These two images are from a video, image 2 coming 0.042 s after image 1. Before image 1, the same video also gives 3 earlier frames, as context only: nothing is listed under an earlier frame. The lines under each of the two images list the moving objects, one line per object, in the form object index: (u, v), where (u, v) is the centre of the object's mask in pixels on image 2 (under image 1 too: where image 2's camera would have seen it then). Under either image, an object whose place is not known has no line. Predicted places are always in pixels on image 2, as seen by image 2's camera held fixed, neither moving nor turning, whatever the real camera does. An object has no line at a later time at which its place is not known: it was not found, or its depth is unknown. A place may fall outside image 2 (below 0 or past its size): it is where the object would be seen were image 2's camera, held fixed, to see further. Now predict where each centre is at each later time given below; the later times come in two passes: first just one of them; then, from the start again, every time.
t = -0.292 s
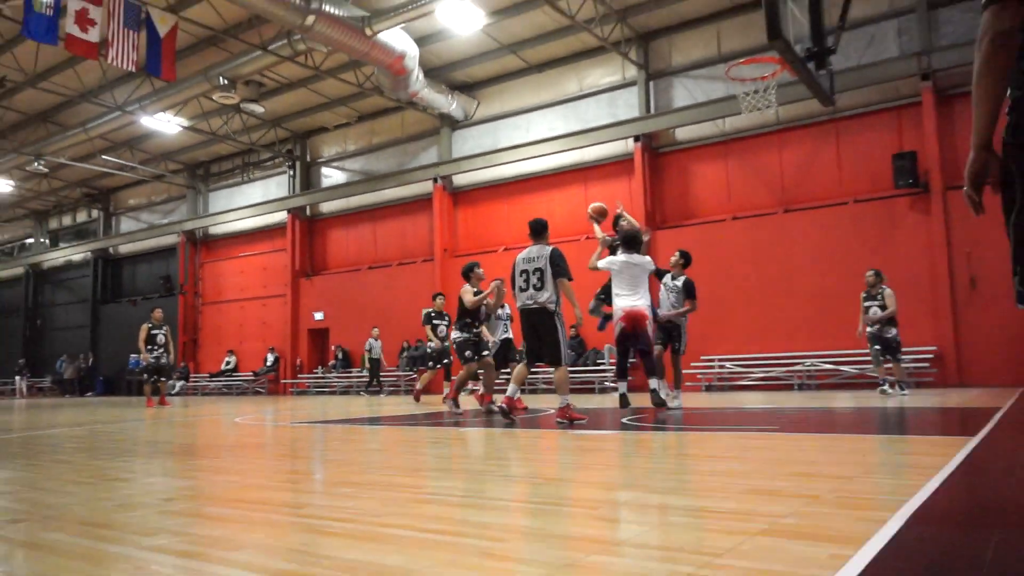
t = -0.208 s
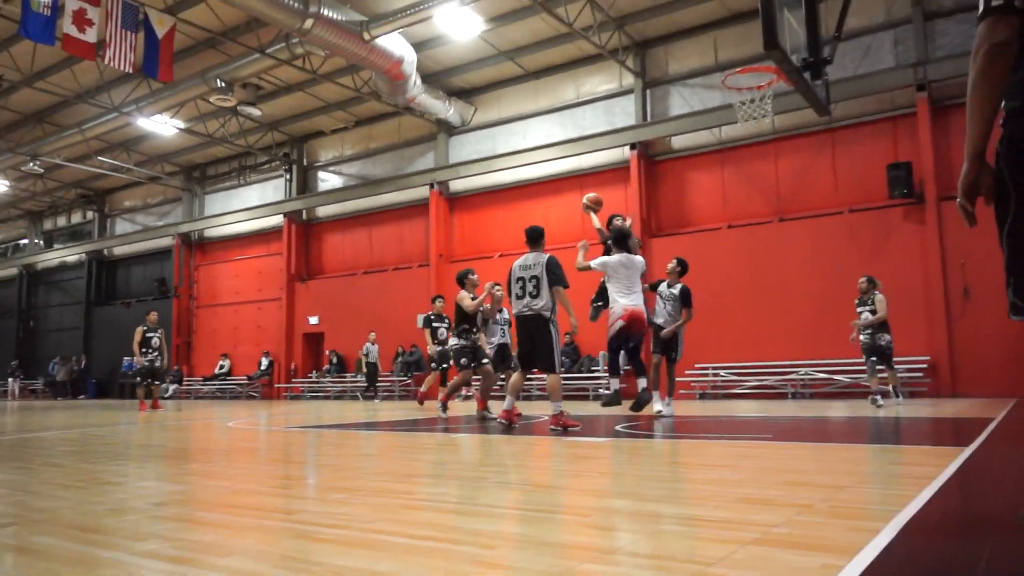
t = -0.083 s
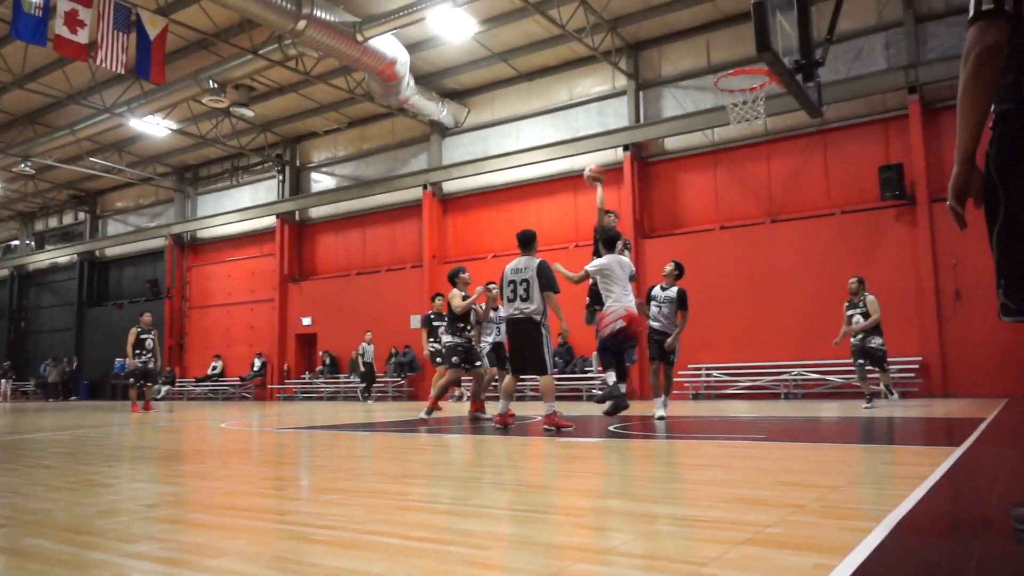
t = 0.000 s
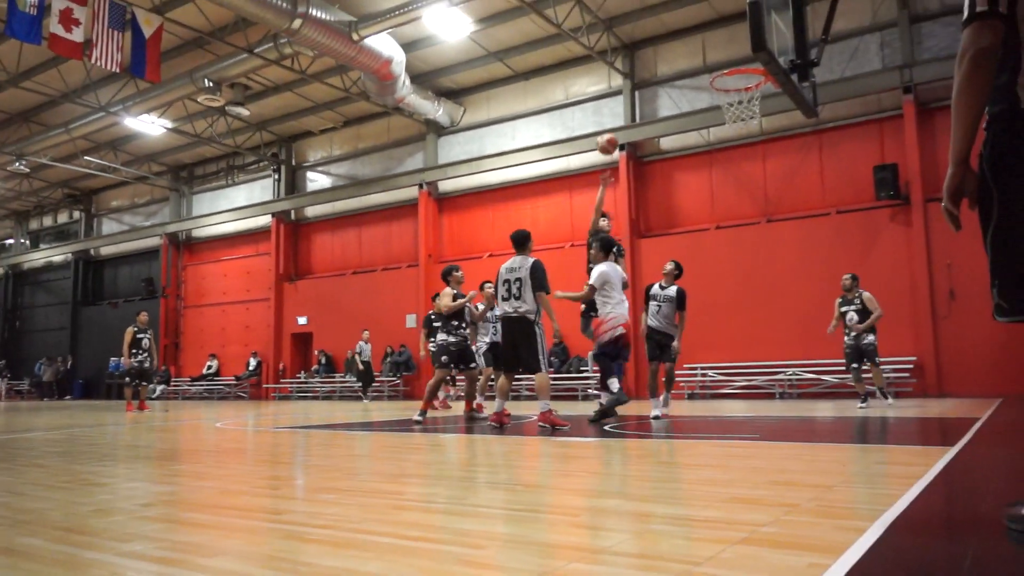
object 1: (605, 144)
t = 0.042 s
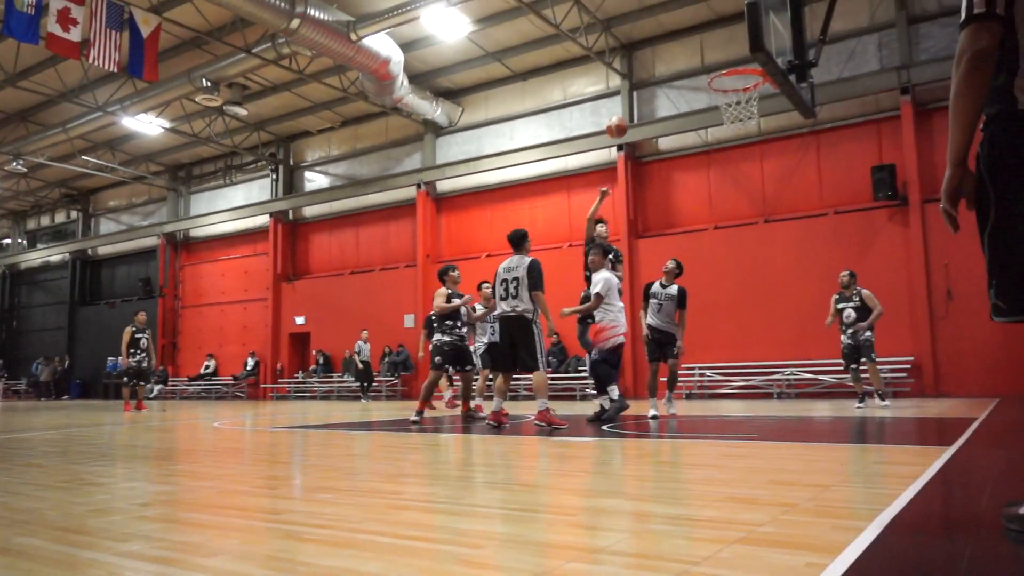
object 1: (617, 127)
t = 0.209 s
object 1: (658, 81)
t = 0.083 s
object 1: (624, 116)
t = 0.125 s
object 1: (636, 102)
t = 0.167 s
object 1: (645, 92)
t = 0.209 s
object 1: (658, 81)
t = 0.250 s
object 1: (666, 75)
